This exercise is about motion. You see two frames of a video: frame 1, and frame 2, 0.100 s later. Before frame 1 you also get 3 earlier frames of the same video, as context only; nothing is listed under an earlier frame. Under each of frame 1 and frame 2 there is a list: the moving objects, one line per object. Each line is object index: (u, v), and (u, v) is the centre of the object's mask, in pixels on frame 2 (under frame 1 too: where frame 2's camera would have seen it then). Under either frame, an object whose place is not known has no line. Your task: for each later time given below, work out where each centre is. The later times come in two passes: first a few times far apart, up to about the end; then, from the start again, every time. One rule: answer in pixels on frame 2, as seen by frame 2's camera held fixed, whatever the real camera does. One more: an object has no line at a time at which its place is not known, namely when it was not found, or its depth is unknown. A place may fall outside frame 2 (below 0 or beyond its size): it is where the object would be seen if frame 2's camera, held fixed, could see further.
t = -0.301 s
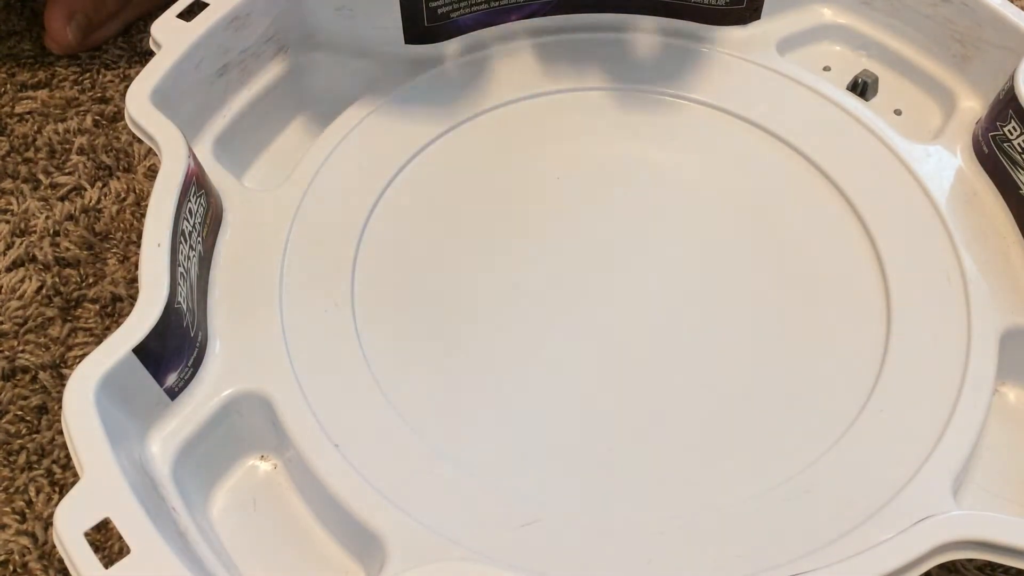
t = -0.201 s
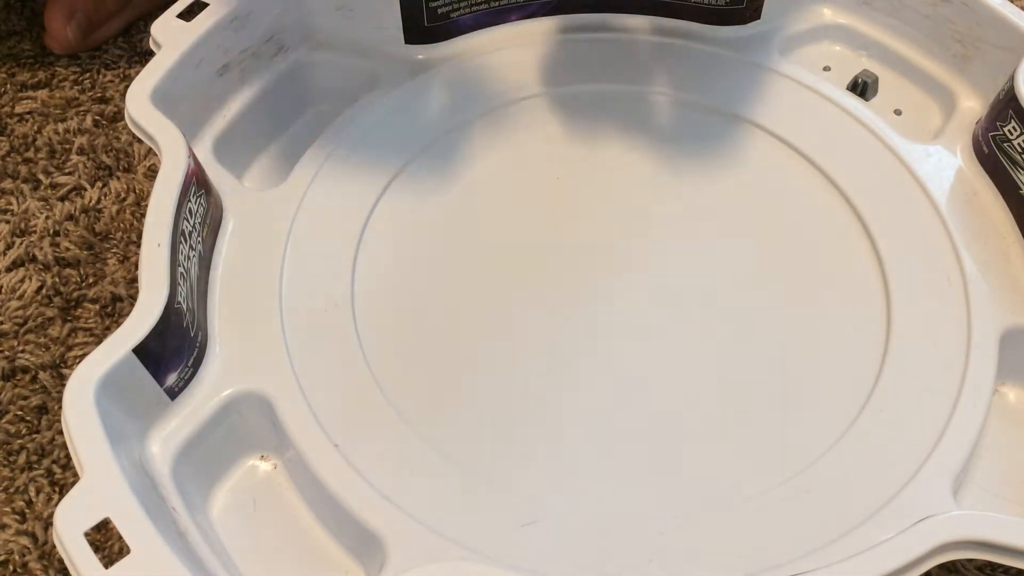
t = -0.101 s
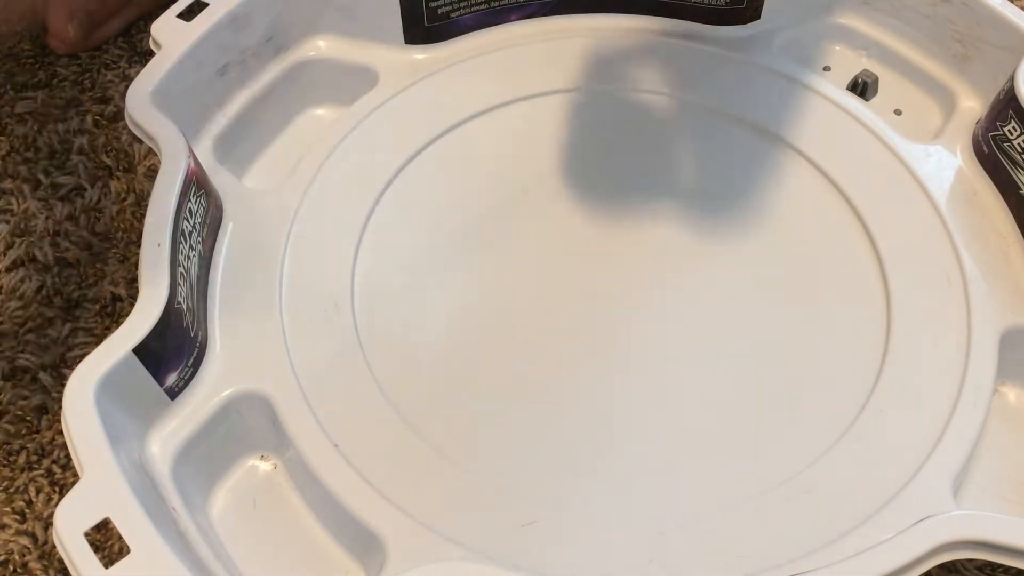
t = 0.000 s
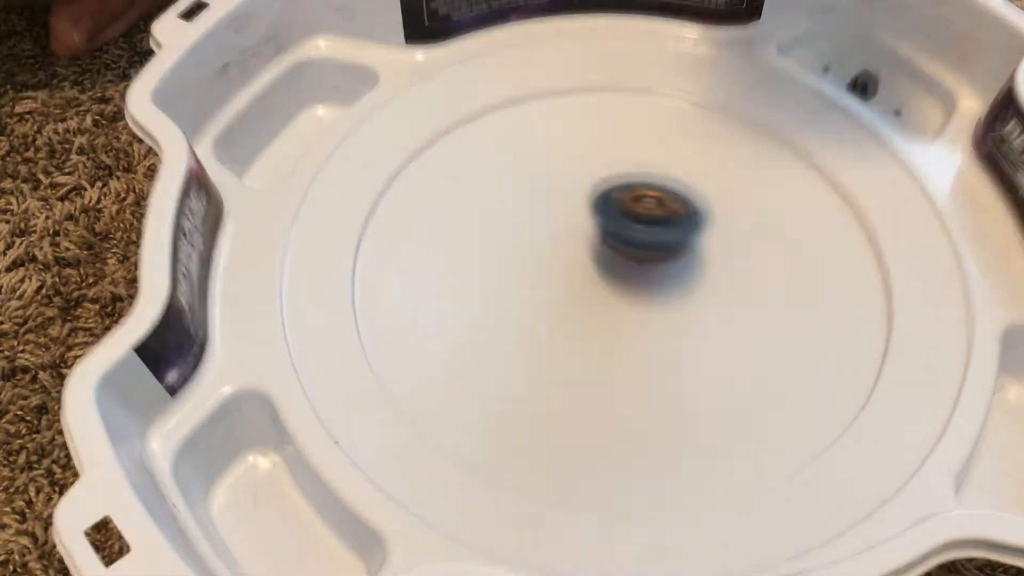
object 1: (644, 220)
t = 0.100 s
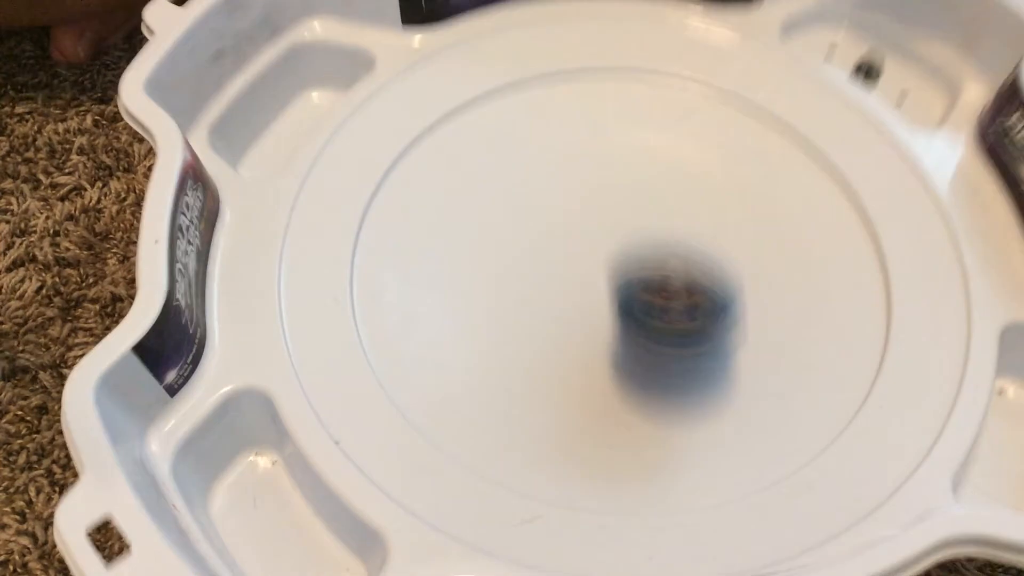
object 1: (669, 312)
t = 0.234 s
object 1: (665, 410)
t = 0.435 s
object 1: (556, 312)
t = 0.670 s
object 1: (420, 209)
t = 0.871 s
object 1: (428, 238)
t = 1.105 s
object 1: (503, 259)
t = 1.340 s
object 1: (543, 173)
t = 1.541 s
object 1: (508, 131)
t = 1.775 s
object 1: (492, 214)
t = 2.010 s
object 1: (712, 253)
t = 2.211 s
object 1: (782, 165)
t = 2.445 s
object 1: (666, 94)
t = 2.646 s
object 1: (554, 236)
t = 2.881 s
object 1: (741, 405)
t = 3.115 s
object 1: (857, 255)
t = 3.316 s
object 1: (660, 173)
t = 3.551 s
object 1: (456, 313)
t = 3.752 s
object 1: (602, 472)
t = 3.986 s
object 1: (741, 325)
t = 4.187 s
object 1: (641, 174)
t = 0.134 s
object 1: (677, 380)
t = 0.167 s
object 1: (676, 381)
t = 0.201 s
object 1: (671, 398)
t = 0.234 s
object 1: (665, 410)
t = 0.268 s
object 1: (653, 402)
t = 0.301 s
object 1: (639, 391)
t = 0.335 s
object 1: (622, 373)
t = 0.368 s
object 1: (604, 354)
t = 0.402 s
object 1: (581, 334)
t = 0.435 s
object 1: (556, 312)
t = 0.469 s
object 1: (530, 288)
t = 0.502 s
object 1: (505, 267)
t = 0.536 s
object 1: (480, 249)
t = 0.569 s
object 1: (459, 235)
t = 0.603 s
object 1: (442, 222)
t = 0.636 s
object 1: (429, 212)
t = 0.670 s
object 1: (420, 209)
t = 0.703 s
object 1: (413, 208)
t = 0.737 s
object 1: (410, 210)
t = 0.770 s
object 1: (410, 214)
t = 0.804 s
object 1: (414, 221)
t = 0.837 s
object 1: (420, 228)
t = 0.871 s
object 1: (428, 238)
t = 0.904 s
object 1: (437, 244)
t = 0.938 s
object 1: (448, 253)
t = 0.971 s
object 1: (459, 259)
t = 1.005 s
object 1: (470, 264)
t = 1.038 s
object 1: (481, 266)
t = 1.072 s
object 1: (492, 263)
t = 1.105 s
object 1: (503, 259)
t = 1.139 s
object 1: (513, 252)
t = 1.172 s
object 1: (522, 241)
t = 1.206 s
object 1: (530, 228)
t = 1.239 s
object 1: (535, 214)
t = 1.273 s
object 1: (540, 200)
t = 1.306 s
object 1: (542, 185)
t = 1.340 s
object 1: (543, 173)
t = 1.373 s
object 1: (542, 160)
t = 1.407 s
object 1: (539, 149)
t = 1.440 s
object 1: (534, 141)
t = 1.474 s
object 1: (528, 134)
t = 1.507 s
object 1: (519, 131)
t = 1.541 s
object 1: (508, 131)
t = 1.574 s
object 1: (498, 130)
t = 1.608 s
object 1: (486, 135)
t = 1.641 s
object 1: (477, 143)
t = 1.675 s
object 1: (473, 156)
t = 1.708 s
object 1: (473, 174)
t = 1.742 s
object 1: (479, 196)
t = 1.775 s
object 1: (492, 214)
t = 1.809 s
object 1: (511, 230)
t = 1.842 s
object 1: (537, 247)
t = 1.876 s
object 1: (570, 259)
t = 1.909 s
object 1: (607, 265)
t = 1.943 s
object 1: (645, 267)
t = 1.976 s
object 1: (680, 261)
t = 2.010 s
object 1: (712, 253)
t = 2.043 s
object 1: (738, 241)
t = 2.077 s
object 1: (758, 229)
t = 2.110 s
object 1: (774, 213)
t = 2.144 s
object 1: (782, 198)
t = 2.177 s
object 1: (783, 182)
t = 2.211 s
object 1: (782, 165)
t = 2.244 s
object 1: (778, 151)
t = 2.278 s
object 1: (771, 135)
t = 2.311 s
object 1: (761, 117)
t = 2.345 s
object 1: (747, 101)
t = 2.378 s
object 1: (723, 92)
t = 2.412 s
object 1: (694, 90)
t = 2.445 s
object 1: (666, 94)
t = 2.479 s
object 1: (642, 104)
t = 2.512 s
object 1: (618, 119)
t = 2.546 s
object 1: (596, 142)
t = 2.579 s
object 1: (575, 167)
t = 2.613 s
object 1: (563, 199)
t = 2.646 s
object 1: (554, 236)
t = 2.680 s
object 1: (560, 270)
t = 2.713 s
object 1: (572, 304)
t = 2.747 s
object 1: (591, 336)
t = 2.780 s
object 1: (620, 362)
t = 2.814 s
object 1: (655, 384)
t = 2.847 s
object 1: (695, 398)
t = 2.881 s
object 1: (741, 405)
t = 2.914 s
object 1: (782, 403)
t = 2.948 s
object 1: (825, 392)
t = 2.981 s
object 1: (861, 376)
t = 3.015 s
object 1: (869, 345)
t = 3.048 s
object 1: (867, 317)
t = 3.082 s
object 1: (864, 286)
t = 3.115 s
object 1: (857, 255)
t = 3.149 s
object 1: (840, 230)
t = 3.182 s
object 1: (814, 206)
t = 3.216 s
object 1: (783, 189)
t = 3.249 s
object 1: (746, 179)
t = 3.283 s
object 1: (705, 172)
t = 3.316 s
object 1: (660, 173)
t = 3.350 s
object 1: (619, 178)
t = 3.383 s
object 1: (578, 191)
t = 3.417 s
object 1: (542, 207)
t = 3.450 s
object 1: (509, 229)
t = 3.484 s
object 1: (483, 255)
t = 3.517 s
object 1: (464, 284)
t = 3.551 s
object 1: (456, 313)
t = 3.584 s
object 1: (456, 344)
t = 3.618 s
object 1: (468, 377)
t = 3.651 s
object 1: (489, 409)
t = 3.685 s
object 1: (524, 437)
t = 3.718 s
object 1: (563, 461)
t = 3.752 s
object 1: (602, 472)
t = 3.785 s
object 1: (638, 470)
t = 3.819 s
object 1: (671, 463)
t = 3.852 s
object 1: (699, 449)
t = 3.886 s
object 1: (721, 431)
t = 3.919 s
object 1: (736, 410)
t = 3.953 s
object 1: (744, 356)
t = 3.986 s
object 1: (741, 325)
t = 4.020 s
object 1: (735, 292)
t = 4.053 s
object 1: (724, 264)
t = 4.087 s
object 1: (714, 238)
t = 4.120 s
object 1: (695, 213)
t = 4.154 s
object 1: (669, 192)
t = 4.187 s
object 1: (641, 174)
